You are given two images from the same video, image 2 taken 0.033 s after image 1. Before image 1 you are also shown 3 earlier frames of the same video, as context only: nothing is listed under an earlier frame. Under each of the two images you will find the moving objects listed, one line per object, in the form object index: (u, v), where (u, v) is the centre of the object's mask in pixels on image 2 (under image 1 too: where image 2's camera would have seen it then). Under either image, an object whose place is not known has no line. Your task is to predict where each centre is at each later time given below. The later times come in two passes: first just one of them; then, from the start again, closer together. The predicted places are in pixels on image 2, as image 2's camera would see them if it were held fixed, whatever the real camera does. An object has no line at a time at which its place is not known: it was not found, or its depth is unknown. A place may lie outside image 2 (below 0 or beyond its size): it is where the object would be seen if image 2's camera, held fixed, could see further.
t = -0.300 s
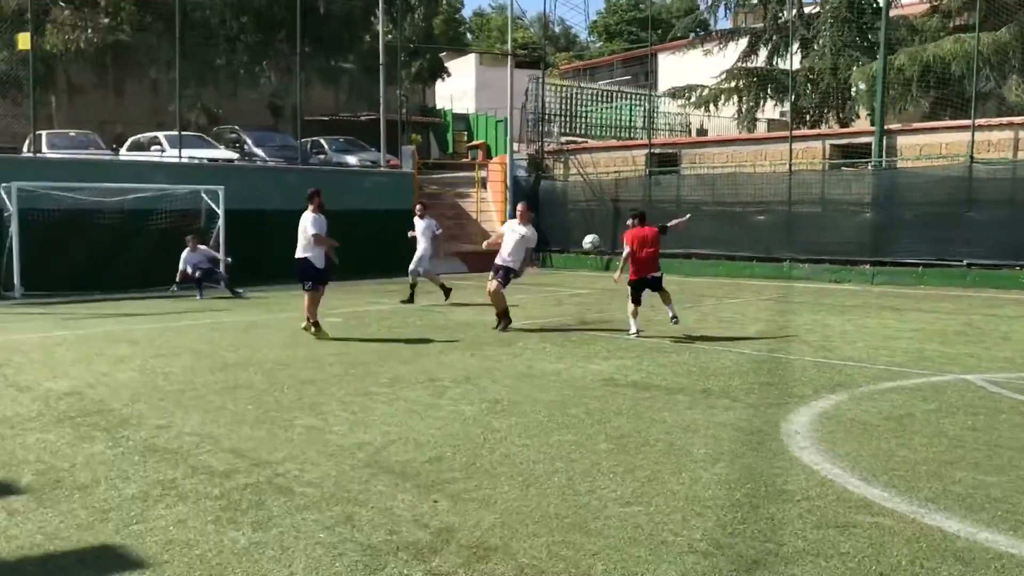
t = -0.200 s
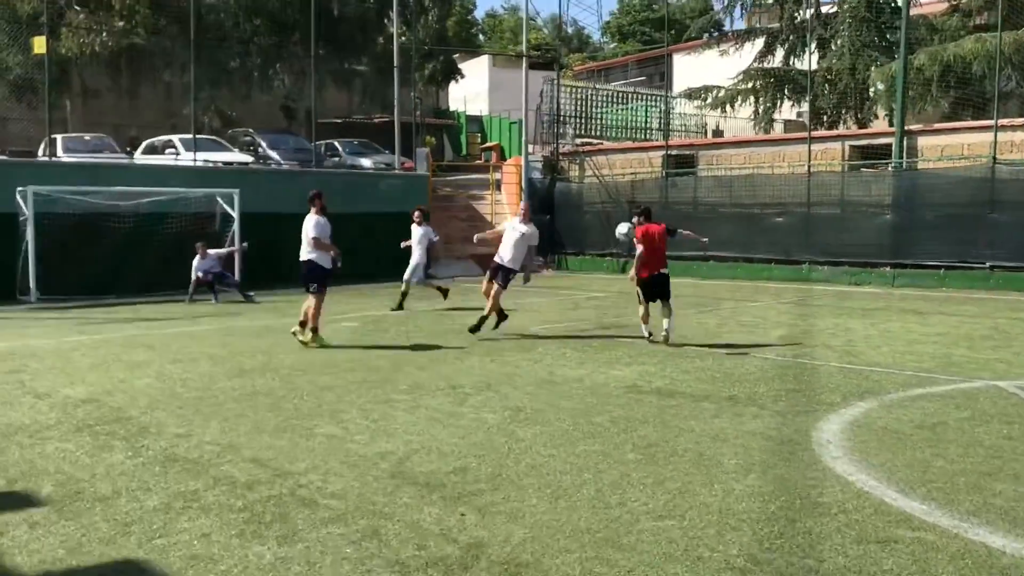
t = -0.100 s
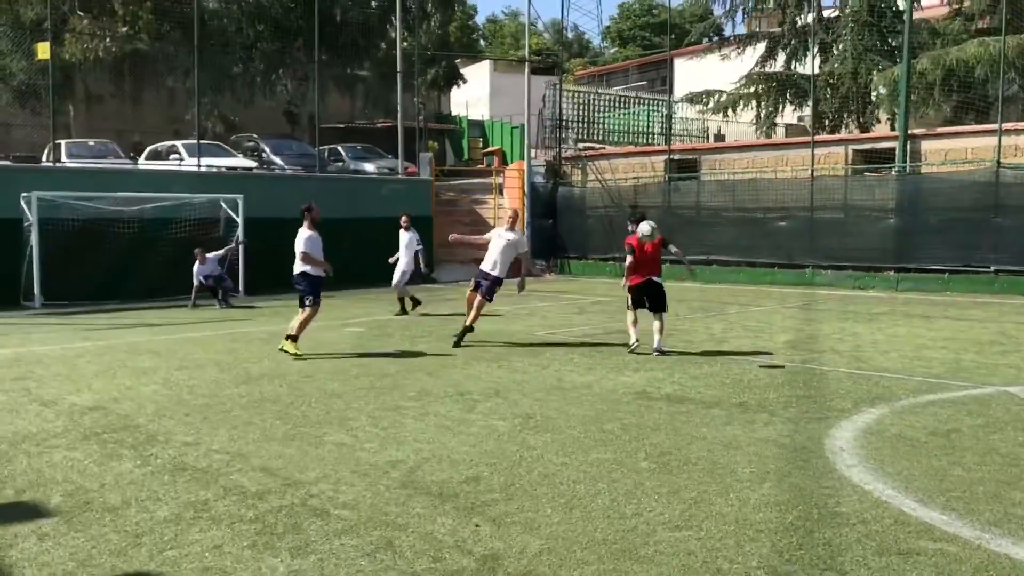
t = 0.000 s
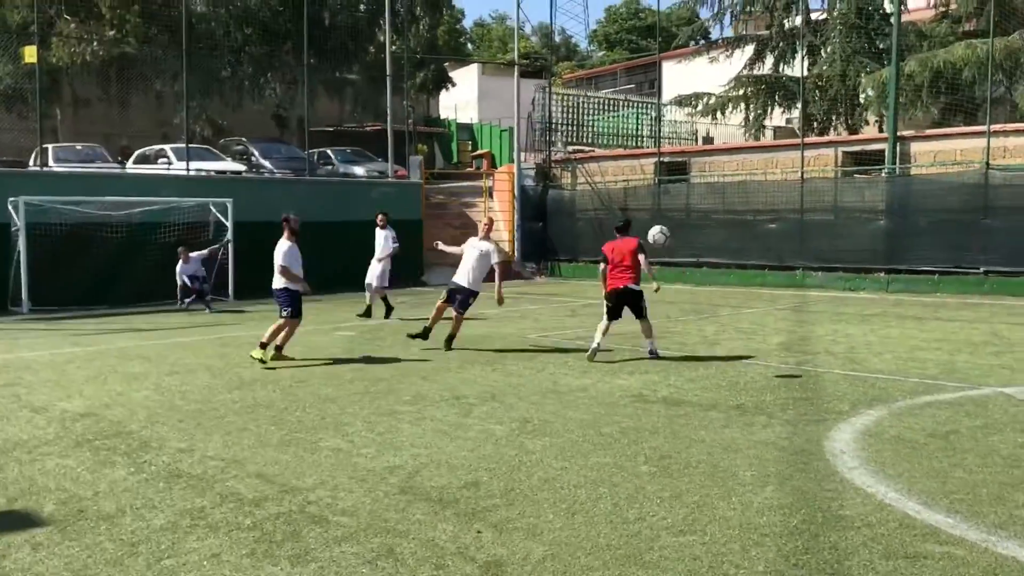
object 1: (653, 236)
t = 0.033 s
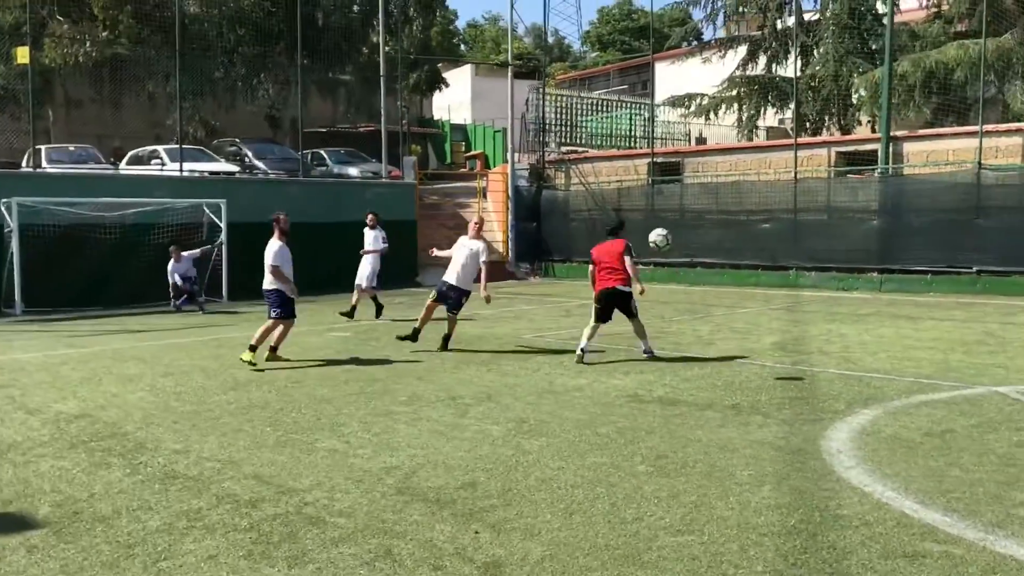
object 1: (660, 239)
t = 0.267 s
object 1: (713, 303)
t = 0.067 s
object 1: (667, 242)
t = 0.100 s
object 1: (675, 250)
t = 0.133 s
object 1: (682, 257)
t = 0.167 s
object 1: (689, 264)
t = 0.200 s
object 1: (698, 276)
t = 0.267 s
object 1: (713, 303)
